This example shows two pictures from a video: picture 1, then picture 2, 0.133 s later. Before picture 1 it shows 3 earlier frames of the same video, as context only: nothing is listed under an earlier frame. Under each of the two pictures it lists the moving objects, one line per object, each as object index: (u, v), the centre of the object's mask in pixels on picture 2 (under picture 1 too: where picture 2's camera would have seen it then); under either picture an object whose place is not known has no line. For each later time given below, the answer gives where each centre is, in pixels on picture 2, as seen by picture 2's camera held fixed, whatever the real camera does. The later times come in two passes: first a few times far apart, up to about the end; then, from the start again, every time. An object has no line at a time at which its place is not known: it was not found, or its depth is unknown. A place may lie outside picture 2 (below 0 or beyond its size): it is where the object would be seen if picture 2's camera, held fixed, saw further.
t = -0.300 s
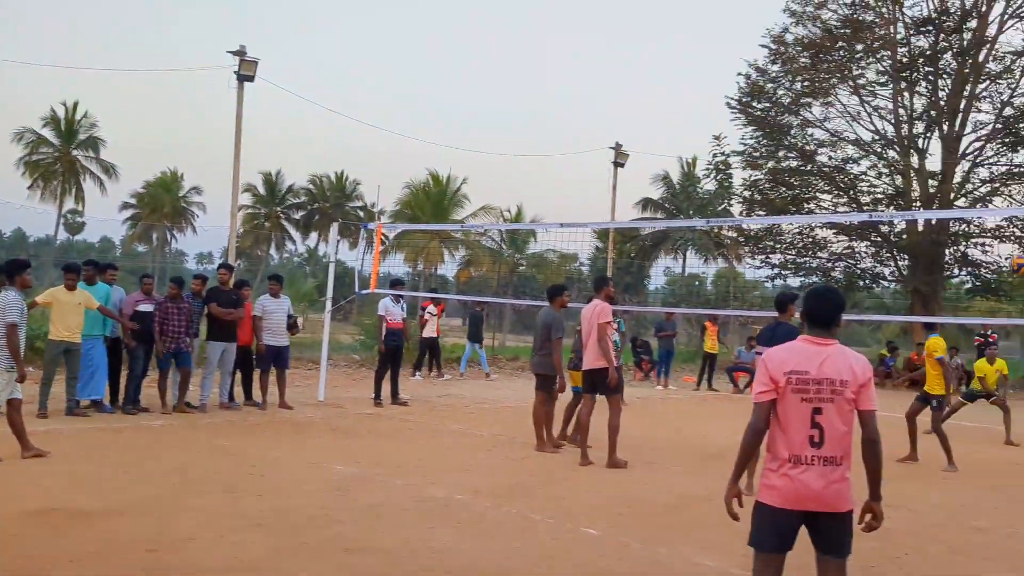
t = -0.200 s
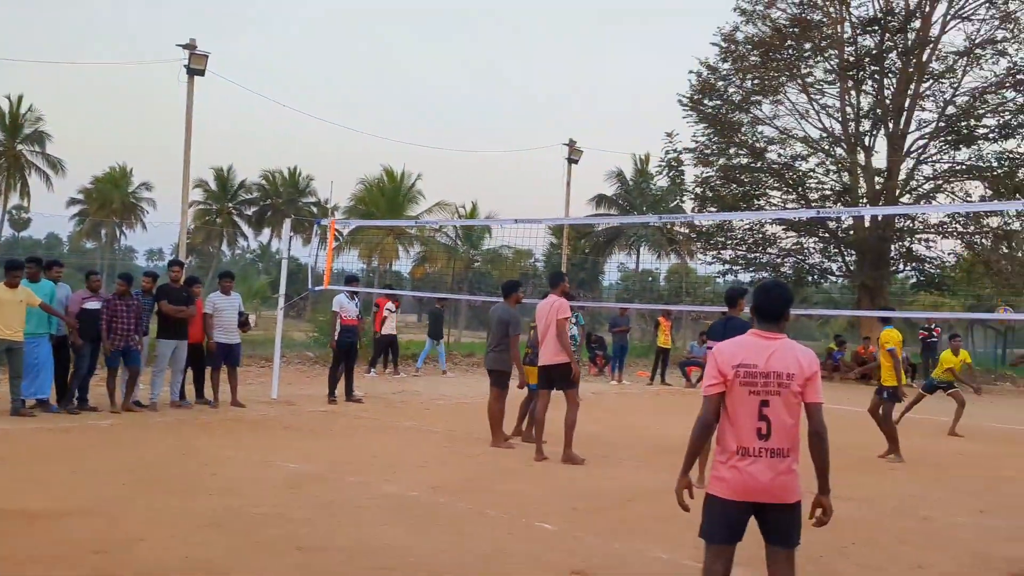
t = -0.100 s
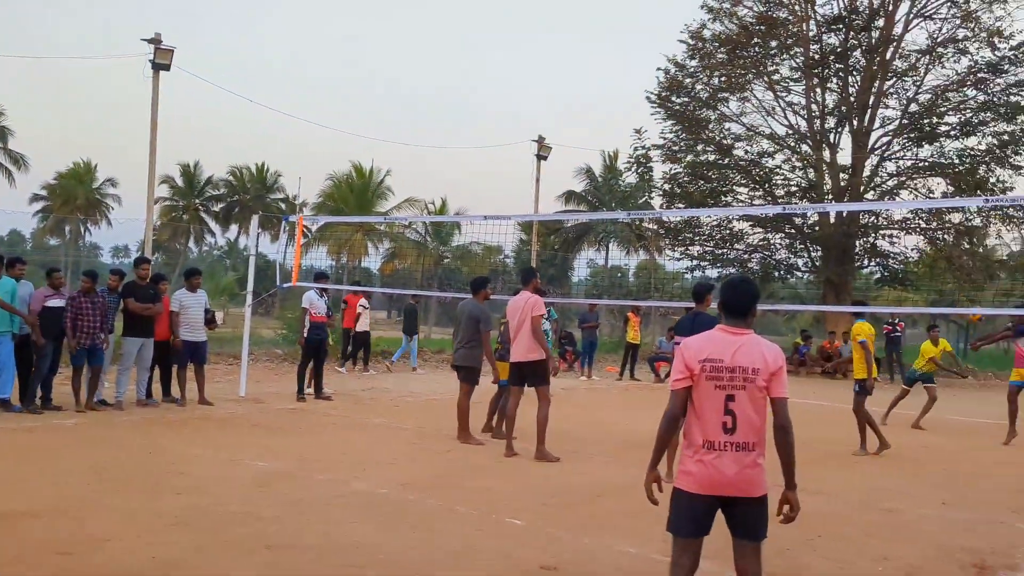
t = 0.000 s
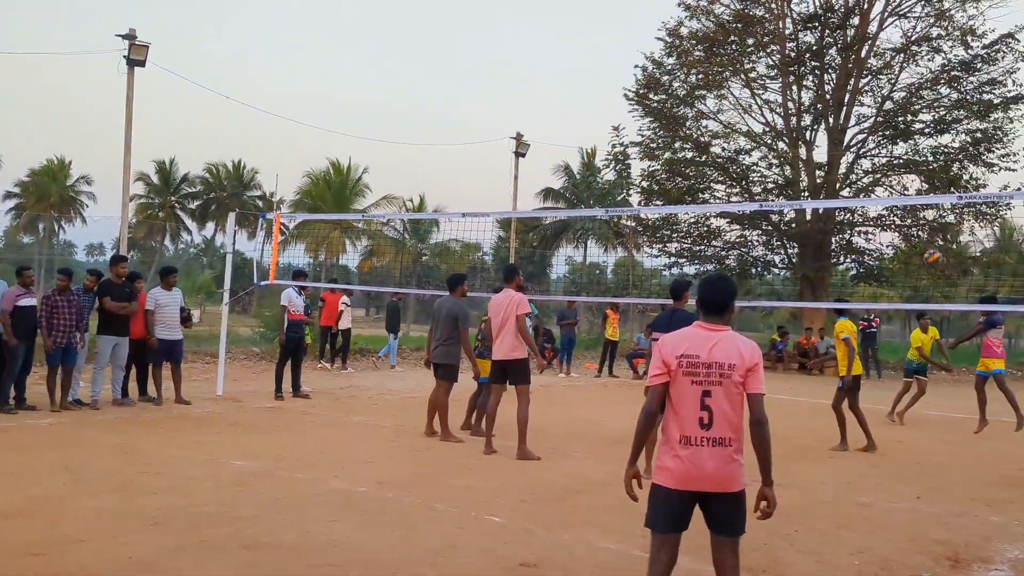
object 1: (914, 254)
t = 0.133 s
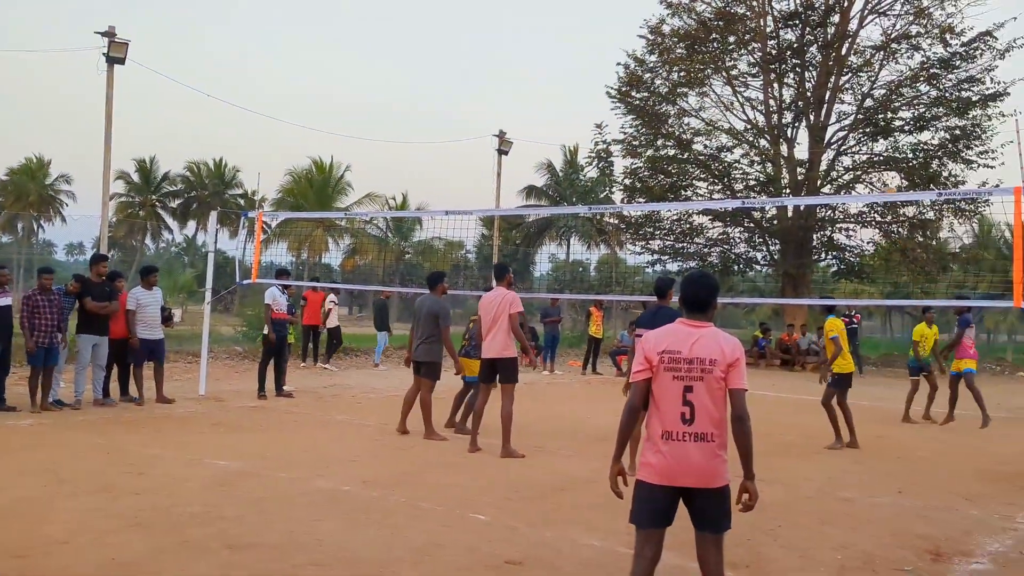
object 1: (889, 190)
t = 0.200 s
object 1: (876, 168)
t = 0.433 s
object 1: (827, 104)
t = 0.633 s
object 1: (781, 82)
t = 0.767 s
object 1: (749, 83)
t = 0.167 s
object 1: (881, 181)
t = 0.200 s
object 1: (876, 168)
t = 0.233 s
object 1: (869, 158)
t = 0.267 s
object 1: (862, 146)
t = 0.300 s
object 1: (855, 137)
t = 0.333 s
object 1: (849, 127)
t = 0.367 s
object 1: (841, 119)
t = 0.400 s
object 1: (834, 111)
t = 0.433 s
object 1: (827, 104)
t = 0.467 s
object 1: (819, 98)
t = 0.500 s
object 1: (812, 93)
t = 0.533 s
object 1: (804, 89)
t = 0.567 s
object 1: (797, 85)
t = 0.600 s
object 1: (790, 83)
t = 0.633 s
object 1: (781, 82)
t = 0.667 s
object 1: (773, 81)
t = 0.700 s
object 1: (765, 80)
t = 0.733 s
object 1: (757, 82)
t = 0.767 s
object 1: (749, 83)
